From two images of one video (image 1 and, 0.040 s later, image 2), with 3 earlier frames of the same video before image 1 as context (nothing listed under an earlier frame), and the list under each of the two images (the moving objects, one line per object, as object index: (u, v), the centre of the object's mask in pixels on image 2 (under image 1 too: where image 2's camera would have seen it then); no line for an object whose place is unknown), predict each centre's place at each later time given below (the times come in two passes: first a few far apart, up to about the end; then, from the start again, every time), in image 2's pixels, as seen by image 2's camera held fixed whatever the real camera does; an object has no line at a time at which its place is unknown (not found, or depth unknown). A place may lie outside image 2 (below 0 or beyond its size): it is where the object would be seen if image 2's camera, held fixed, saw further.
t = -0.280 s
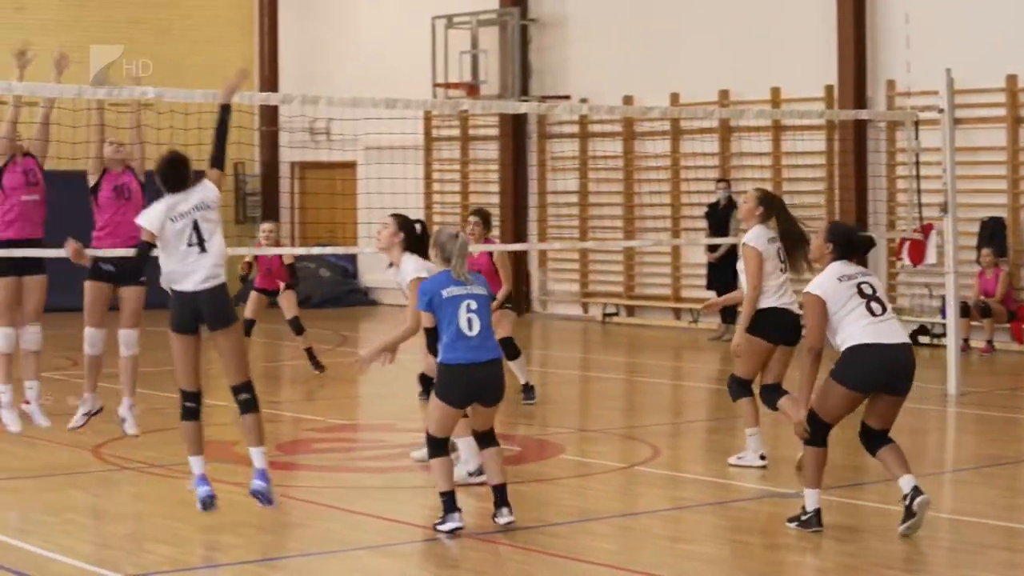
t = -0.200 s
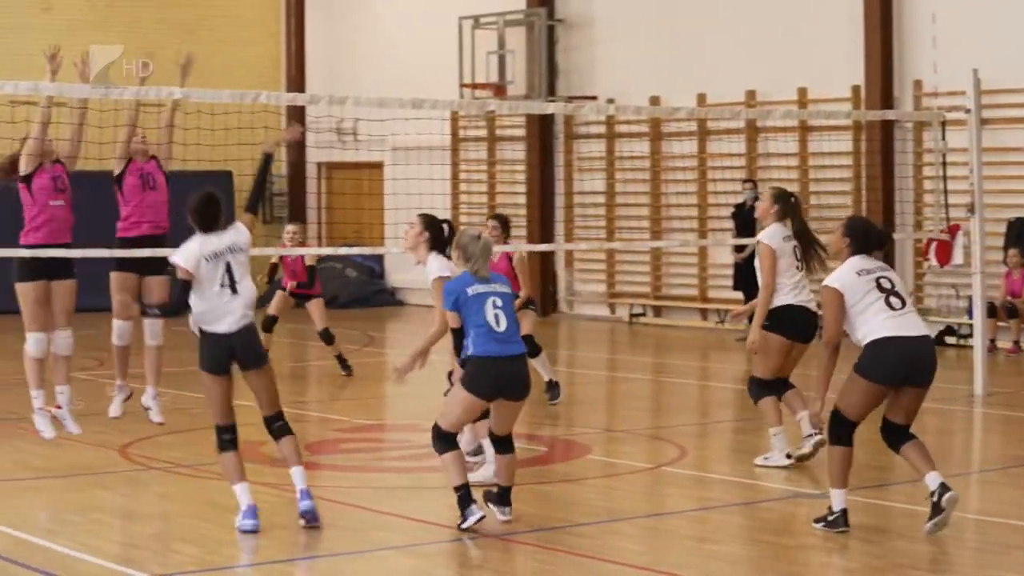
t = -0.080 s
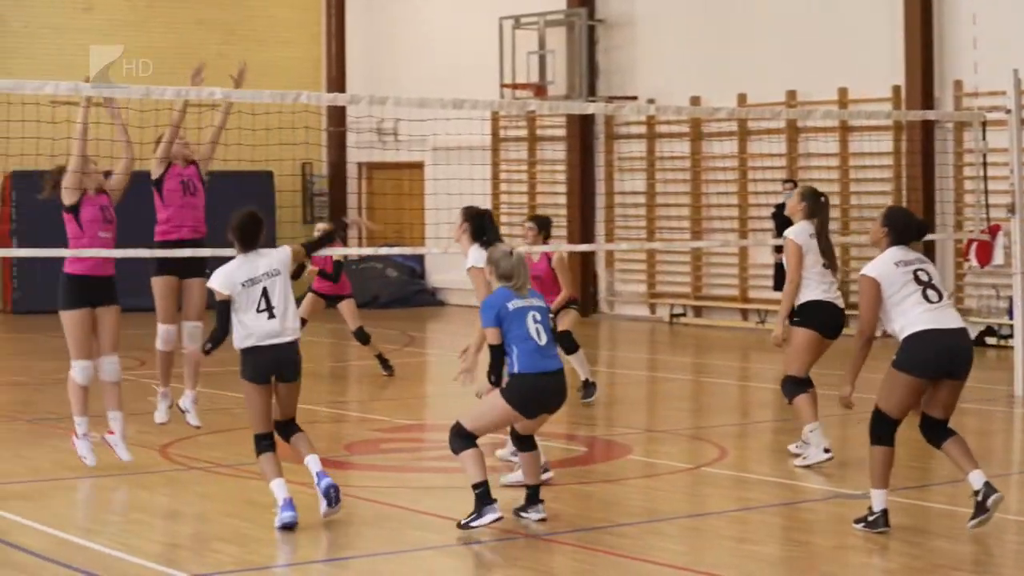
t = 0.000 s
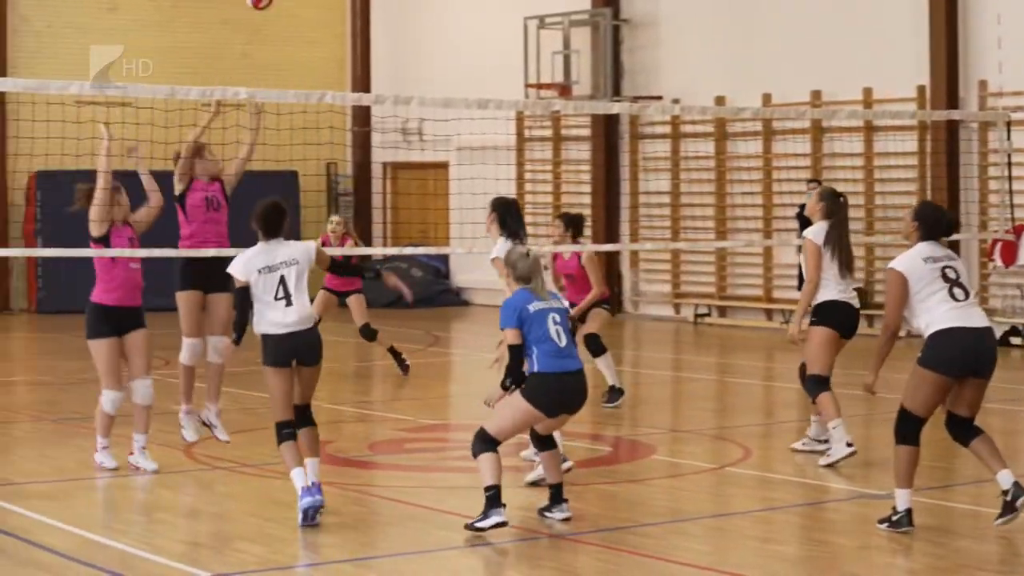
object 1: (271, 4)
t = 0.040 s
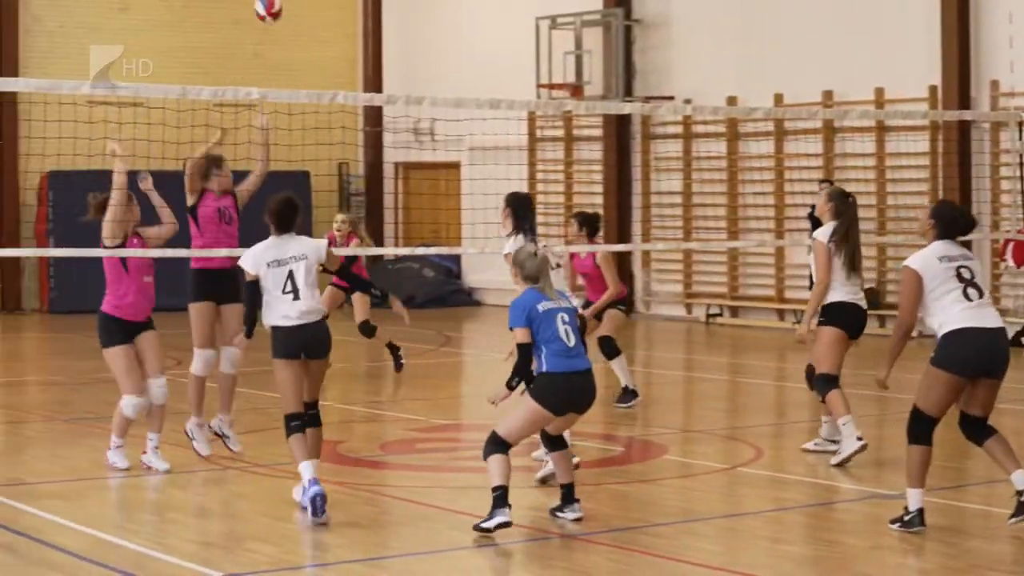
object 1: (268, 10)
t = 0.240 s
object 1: (256, 83)
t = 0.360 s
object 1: (249, 151)
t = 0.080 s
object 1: (265, 22)
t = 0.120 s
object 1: (262, 37)
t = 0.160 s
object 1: (260, 54)
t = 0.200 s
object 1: (258, 71)
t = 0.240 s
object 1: (256, 83)
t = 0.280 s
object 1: (252, 109)
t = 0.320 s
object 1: (250, 130)
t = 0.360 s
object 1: (249, 151)
